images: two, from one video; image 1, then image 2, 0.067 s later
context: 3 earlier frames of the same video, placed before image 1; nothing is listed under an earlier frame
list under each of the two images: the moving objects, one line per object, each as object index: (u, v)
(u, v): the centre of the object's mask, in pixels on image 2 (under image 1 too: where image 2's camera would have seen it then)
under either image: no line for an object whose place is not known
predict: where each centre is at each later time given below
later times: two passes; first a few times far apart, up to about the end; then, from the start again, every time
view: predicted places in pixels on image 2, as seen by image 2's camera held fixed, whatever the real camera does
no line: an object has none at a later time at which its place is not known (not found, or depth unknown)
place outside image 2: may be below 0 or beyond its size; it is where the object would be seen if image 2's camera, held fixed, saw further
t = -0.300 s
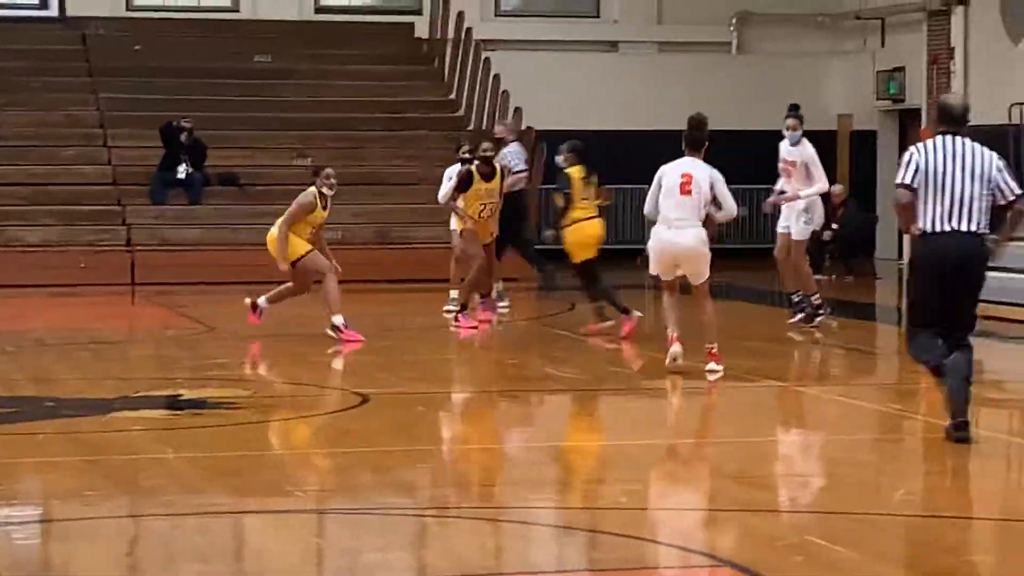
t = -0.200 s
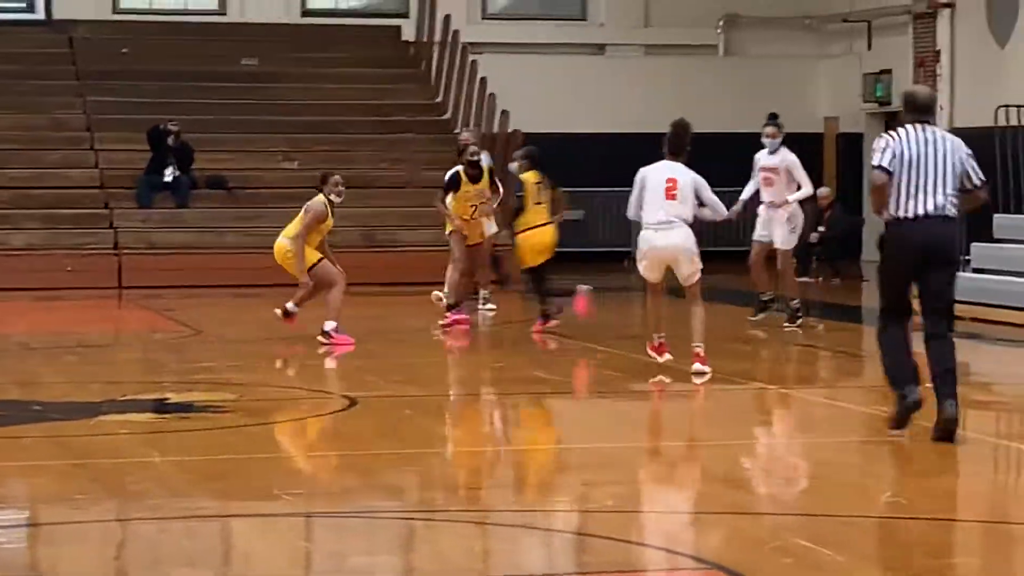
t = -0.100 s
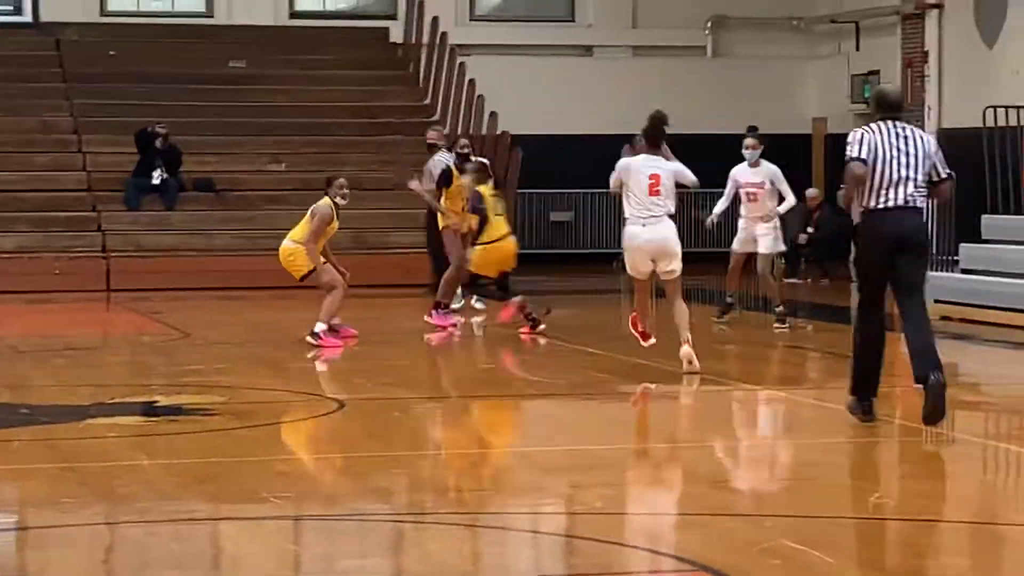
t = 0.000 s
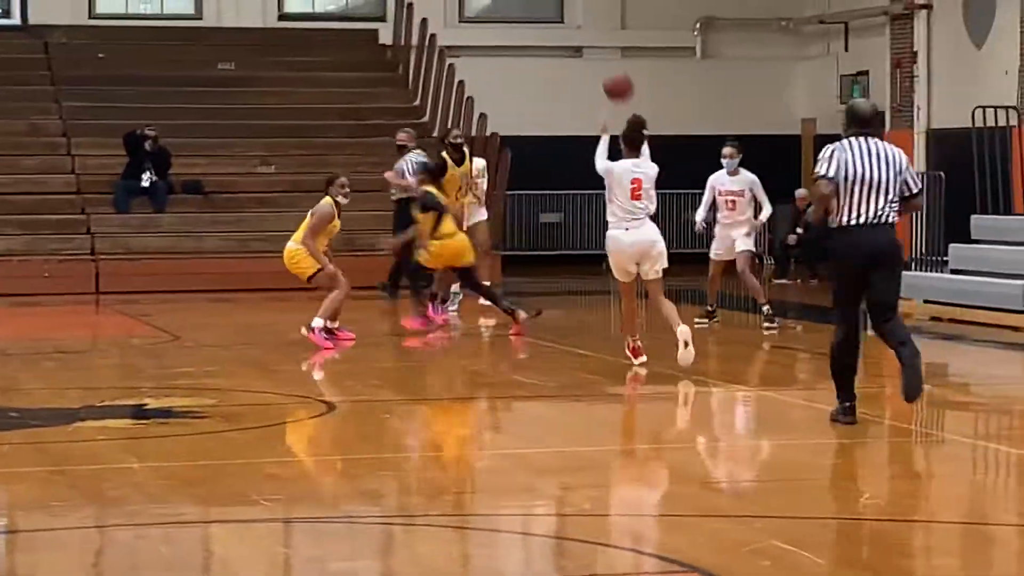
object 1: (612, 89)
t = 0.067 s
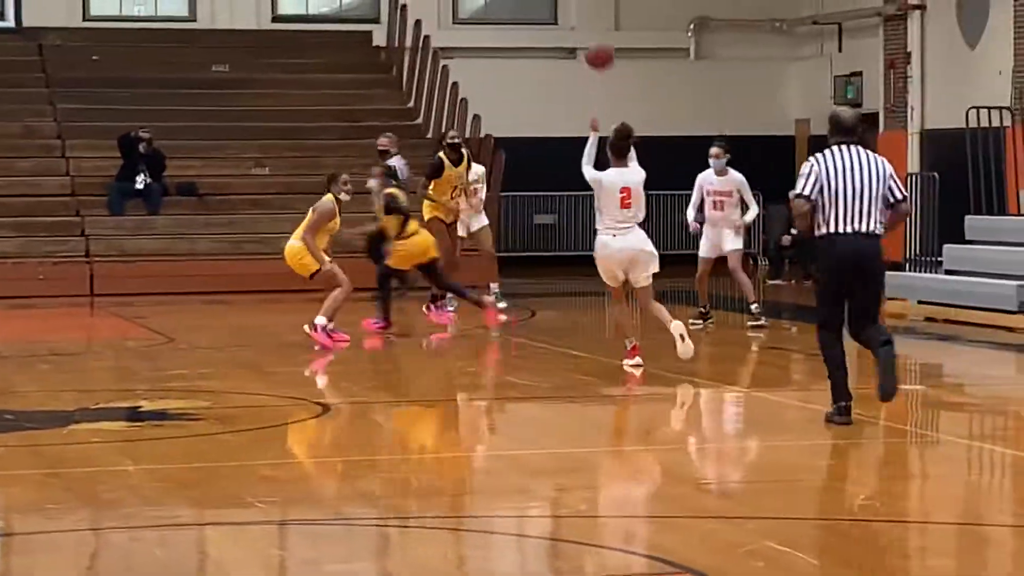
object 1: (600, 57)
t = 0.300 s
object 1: (564, 2)
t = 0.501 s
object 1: (541, 9)
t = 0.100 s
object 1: (595, 44)
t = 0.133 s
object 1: (589, 32)
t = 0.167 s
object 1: (583, 22)
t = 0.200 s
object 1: (579, 14)
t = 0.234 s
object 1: (574, 9)
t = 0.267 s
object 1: (569, 5)
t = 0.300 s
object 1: (564, 2)
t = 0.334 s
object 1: (560, 1)
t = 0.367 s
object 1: (555, -1)
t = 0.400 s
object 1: (552, -1)
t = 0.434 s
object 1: (548, 2)
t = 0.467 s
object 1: (544, 6)
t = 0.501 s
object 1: (541, 9)
